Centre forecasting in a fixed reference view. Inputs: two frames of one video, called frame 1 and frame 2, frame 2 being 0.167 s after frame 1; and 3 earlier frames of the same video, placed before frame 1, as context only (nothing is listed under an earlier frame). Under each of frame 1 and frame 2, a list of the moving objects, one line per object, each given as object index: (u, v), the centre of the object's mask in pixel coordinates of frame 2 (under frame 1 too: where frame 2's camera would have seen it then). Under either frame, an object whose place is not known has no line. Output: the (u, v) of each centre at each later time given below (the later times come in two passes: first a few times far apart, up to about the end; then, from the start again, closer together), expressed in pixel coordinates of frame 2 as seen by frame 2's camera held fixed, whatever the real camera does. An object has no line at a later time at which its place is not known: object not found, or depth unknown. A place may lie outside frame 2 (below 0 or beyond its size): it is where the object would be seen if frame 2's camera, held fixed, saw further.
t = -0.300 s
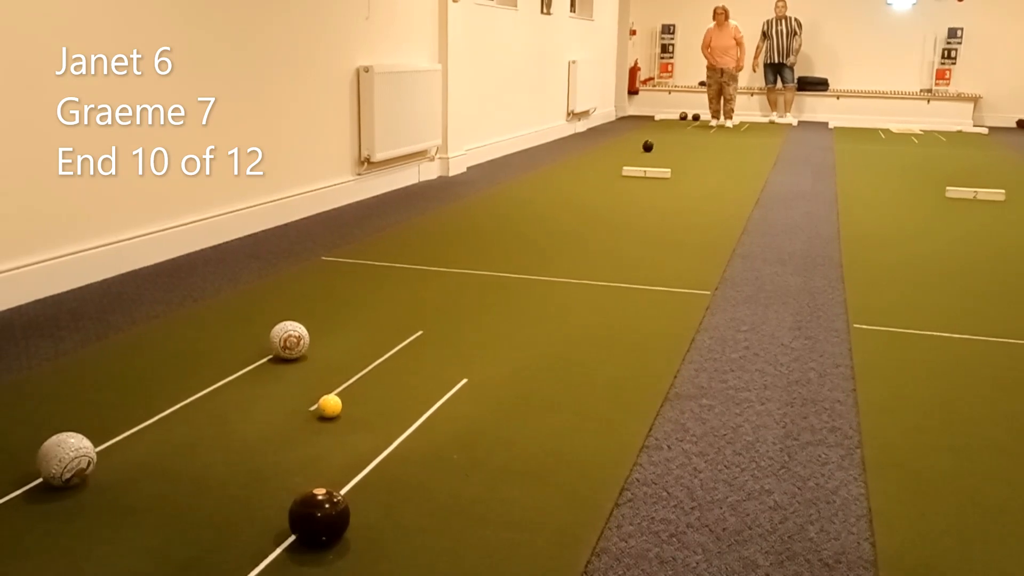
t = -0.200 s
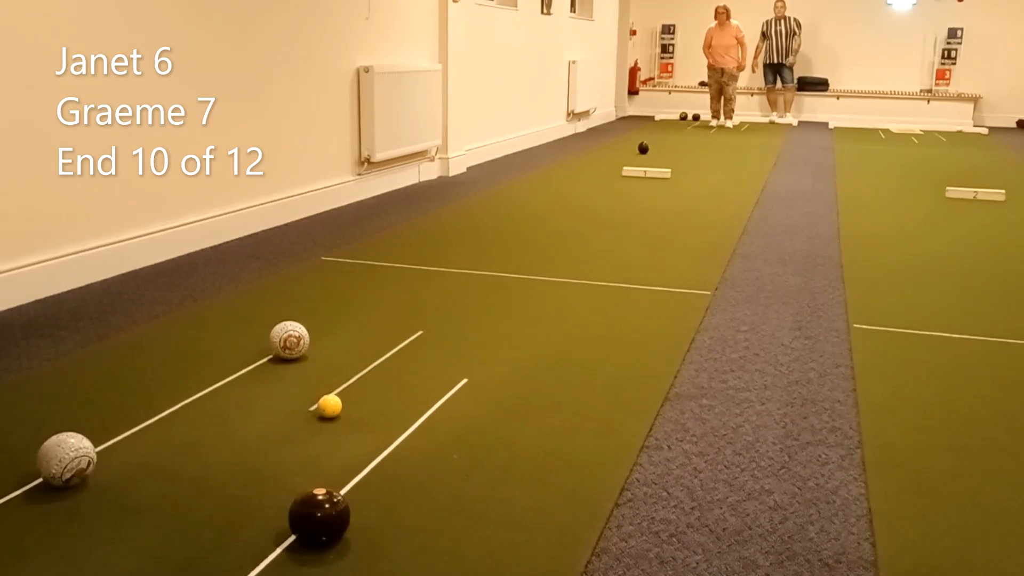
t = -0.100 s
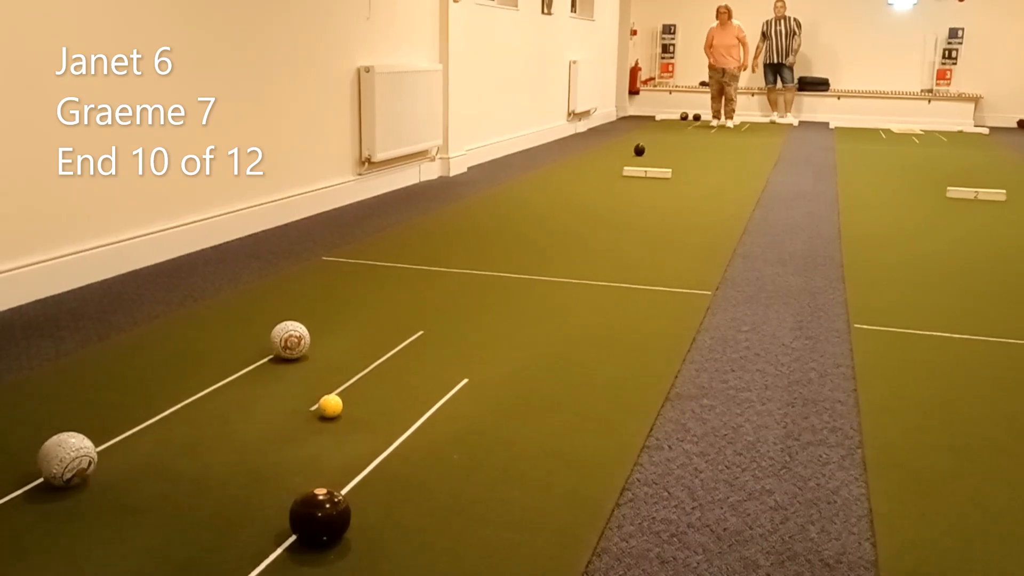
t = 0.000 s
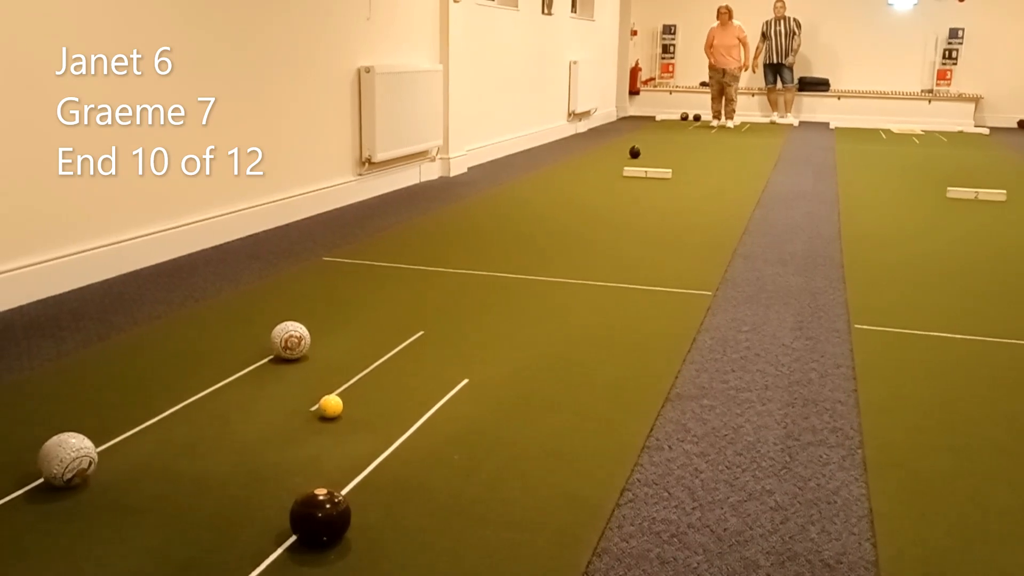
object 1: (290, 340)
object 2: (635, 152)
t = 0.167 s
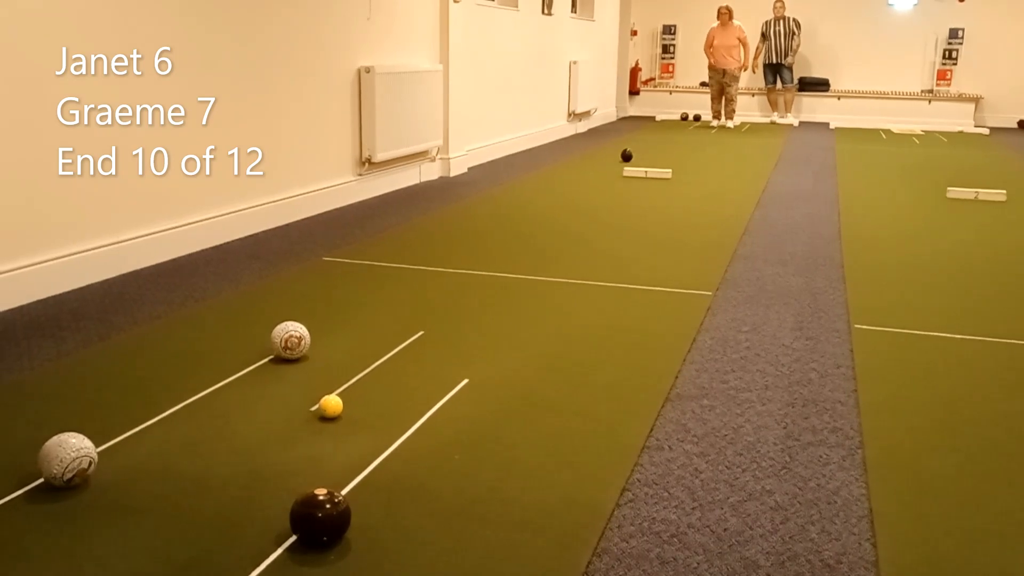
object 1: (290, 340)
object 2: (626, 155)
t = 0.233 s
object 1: (290, 340)
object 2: (623, 156)
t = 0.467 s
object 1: (290, 340)
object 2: (611, 162)
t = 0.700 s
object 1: (290, 340)
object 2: (599, 167)
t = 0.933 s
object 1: (290, 340)
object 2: (585, 172)
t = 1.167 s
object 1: (290, 340)
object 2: (571, 179)
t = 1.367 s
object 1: (290, 340)
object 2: (559, 184)
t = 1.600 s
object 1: (290, 340)
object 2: (545, 191)
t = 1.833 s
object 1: (291, 340)
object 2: (529, 199)
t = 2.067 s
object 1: (290, 340)
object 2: (513, 206)
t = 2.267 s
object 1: (290, 340)
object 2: (500, 213)
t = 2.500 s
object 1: (290, 340)
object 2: (483, 222)
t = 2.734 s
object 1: (290, 340)
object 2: (465, 232)
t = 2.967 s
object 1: (290, 340)
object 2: (447, 242)
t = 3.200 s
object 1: (290, 340)
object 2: (427, 253)
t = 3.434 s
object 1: (289, 340)
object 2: (407, 265)
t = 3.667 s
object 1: (289, 340)
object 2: (386, 278)
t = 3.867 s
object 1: (290, 340)
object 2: (368, 290)
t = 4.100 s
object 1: (290, 340)
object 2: (347, 304)
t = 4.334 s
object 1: (290, 340)
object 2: (324, 319)
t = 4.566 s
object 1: (286, 343)
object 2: (310, 329)
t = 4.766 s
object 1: (271, 355)
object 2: (303, 335)
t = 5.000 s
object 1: (251, 364)
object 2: (302, 337)
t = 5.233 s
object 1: (227, 374)
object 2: (303, 338)
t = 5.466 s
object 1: (203, 380)
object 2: (303, 338)
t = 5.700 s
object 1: (180, 389)
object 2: (303, 338)
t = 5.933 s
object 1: (165, 394)
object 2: (304, 338)
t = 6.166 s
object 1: (162, 397)
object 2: (303, 338)
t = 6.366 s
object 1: (162, 400)
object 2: (303, 338)
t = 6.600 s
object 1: (161, 401)
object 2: (303, 338)
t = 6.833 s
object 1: (161, 401)
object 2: (303, 338)
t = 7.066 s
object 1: (161, 401)
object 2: (303, 338)
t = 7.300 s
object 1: (161, 401)
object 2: (303, 338)
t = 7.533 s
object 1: (161, 401)
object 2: (303, 338)
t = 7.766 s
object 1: (161, 401)
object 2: (303, 338)
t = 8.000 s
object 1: (161, 401)
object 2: (303, 338)
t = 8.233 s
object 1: (161, 401)
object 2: (303, 338)
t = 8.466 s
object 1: (161, 401)
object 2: (303, 338)
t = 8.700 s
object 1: (161, 401)
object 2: (303, 338)
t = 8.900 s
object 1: (161, 401)
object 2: (303, 338)
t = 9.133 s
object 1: (161, 401)
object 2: (303, 338)
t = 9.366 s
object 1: (161, 401)
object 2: (303, 338)
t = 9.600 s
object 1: (161, 401)
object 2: (303, 338)
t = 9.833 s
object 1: (161, 401)
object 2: (303, 338)
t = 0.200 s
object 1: (290, 340)
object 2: (625, 156)
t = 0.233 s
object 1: (290, 340)
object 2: (623, 156)
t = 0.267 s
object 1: (290, 340)
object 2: (622, 157)
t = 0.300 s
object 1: (290, 340)
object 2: (620, 158)
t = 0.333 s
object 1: (290, 340)
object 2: (618, 159)
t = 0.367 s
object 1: (290, 340)
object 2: (616, 159)
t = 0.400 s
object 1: (290, 340)
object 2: (615, 160)
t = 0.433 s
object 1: (290, 340)
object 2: (613, 161)
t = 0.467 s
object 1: (290, 340)
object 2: (611, 162)
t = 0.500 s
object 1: (290, 340)
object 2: (609, 162)
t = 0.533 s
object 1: (290, 340)
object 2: (607, 163)
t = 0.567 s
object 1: (290, 340)
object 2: (606, 164)
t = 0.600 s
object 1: (290, 340)
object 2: (604, 164)
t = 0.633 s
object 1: (290, 340)
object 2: (602, 165)
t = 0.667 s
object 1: (290, 340)
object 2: (601, 166)
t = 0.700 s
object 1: (290, 340)
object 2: (599, 167)
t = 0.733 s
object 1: (290, 340)
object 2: (597, 168)
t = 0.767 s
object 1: (290, 340)
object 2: (595, 168)
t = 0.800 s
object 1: (290, 340)
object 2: (593, 169)
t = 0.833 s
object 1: (290, 340)
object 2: (591, 170)
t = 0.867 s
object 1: (290, 340)
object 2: (589, 171)
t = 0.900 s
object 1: (290, 340)
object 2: (587, 171)
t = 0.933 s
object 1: (290, 340)
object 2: (585, 172)
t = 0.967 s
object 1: (290, 340)
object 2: (583, 173)
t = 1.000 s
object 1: (291, 340)
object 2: (582, 174)
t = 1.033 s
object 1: (291, 340)
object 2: (580, 175)
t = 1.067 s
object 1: (290, 340)
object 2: (578, 176)
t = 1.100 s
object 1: (290, 340)
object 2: (576, 177)
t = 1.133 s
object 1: (290, 340)
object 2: (573, 178)
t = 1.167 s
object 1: (290, 340)
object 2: (571, 179)
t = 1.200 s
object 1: (290, 340)
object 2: (569, 180)
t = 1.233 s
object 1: (290, 340)
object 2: (568, 180)
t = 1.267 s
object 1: (290, 340)
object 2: (566, 181)
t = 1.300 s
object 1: (290, 340)
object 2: (564, 182)
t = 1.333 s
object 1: (290, 340)
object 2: (561, 183)
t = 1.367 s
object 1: (290, 340)
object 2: (559, 184)
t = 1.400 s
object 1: (290, 340)
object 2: (557, 185)
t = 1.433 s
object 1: (290, 340)
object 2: (555, 186)
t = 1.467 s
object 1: (290, 340)
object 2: (553, 187)
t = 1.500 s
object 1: (290, 340)
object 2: (551, 188)
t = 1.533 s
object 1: (290, 340)
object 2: (549, 189)
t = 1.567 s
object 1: (290, 340)
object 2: (547, 190)
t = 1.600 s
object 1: (290, 340)
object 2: (545, 191)
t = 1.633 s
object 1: (290, 340)
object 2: (543, 192)
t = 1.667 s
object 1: (290, 340)
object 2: (540, 193)
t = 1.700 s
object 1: (290, 340)
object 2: (538, 194)
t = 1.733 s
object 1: (290, 340)
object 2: (536, 195)
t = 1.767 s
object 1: (291, 340)
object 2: (534, 196)
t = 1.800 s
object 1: (291, 340)
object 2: (532, 197)
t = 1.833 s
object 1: (291, 340)
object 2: (529, 199)
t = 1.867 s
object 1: (291, 340)
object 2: (527, 200)
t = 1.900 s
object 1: (291, 340)
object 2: (525, 200)
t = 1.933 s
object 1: (291, 340)
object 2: (523, 202)
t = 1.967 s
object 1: (290, 340)
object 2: (520, 203)
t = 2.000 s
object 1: (290, 340)
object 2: (518, 204)
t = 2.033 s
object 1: (290, 340)
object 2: (516, 205)
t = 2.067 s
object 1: (290, 340)
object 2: (513, 206)
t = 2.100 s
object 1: (290, 340)
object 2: (511, 207)
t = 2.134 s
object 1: (290, 340)
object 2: (509, 208)
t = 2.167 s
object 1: (291, 340)
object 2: (507, 210)
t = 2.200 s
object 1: (291, 340)
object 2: (504, 211)
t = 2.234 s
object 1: (290, 340)
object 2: (502, 212)
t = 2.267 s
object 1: (290, 340)
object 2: (500, 213)
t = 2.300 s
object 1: (290, 340)
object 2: (497, 215)
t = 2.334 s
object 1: (290, 340)
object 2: (495, 216)
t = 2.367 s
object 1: (290, 340)
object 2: (492, 217)
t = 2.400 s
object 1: (290, 340)
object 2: (490, 218)
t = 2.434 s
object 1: (290, 340)
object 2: (488, 219)
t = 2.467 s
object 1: (290, 340)
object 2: (485, 221)
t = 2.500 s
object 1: (290, 340)
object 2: (483, 222)
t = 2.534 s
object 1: (290, 340)
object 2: (480, 224)
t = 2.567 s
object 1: (290, 340)
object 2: (478, 225)
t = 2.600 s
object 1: (291, 340)
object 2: (476, 226)
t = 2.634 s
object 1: (290, 340)
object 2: (473, 228)
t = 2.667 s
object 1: (290, 340)
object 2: (471, 229)
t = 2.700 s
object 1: (290, 340)
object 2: (468, 230)
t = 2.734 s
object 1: (290, 340)
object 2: (465, 232)
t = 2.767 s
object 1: (290, 340)
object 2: (463, 233)
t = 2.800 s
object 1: (290, 340)
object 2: (460, 235)
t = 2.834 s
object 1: (290, 340)
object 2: (457, 236)
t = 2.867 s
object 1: (290, 340)
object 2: (455, 238)
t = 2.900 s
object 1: (290, 340)
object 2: (452, 239)
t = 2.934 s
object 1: (290, 340)
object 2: (449, 241)
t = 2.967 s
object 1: (290, 340)
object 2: (447, 242)
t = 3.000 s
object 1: (290, 340)
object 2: (444, 244)
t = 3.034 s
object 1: (290, 340)
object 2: (441, 245)
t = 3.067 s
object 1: (290, 340)
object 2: (439, 247)
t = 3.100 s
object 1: (290, 340)
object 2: (436, 248)
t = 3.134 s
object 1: (290, 340)
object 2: (433, 250)
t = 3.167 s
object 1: (290, 340)
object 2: (430, 252)
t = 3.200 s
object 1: (290, 340)
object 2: (427, 253)
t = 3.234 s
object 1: (290, 340)
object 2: (424, 255)
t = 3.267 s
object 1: (290, 340)
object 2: (422, 256)
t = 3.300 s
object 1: (290, 340)
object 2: (419, 258)
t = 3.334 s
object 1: (290, 340)
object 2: (416, 260)
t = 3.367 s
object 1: (290, 340)
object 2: (413, 261)
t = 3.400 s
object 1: (289, 340)
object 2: (410, 263)
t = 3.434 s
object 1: (289, 340)
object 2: (407, 265)
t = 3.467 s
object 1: (289, 340)
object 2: (404, 267)
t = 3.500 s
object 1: (289, 340)
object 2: (401, 269)
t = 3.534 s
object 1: (289, 340)
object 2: (398, 271)
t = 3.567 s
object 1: (289, 340)
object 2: (395, 272)
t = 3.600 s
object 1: (289, 340)
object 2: (392, 274)
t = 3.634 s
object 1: (289, 340)
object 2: (389, 276)
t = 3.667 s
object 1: (289, 340)
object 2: (386, 278)
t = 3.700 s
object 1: (289, 340)
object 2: (383, 280)
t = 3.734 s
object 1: (289, 340)
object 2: (381, 282)
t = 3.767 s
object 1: (290, 340)
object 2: (378, 283)
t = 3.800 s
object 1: (290, 340)
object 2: (374, 286)
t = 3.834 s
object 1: (290, 340)
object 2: (371, 288)
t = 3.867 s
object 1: (290, 340)
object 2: (368, 290)
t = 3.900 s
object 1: (290, 340)
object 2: (365, 292)
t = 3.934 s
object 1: (290, 340)
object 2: (362, 294)
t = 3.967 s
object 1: (290, 340)
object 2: (359, 296)
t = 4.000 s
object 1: (290, 340)
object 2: (356, 298)
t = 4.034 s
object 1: (290, 340)
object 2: (353, 300)
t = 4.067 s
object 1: (290, 340)
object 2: (350, 302)
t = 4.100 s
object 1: (290, 340)
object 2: (347, 304)
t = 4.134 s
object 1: (290, 340)
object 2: (344, 305)
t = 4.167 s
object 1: (290, 340)
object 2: (340, 308)
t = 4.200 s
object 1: (290, 340)
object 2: (337, 310)
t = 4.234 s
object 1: (290, 340)
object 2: (333, 313)
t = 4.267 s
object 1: (290, 340)
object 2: (330, 315)
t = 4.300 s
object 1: (290, 340)
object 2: (327, 317)
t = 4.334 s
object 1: (290, 340)
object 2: (324, 319)
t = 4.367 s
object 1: (290, 340)
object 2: (321, 321)
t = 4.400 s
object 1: (290, 340)
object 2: (319, 323)
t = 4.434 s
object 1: (290, 340)
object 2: (317, 324)
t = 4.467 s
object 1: (290, 340)
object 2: (315, 326)
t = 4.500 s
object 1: (290, 340)
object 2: (313, 327)
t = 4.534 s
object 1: (289, 341)
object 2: (312, 328)
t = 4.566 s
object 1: (286, 343)
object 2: (310, 329)
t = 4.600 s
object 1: (283, 345)
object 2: (308, 330)
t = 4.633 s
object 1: (281, 347)
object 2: (307, 331)
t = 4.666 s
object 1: (280, 347)
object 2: (306, 332)
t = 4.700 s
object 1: (277, 350)
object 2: (305, 332)
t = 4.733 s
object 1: (274, 353)
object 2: (303, 334)
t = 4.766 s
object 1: (271, 355)
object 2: (303, 335)
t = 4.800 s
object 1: (268, 356)
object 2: (302, 335)
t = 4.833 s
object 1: (266, 357)
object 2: (302, 335)
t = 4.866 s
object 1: (263, 358)
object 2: (302, 336)
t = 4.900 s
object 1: (260, 359)
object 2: (302, 336)
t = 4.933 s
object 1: (258, 361)
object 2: (302, 336)
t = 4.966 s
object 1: (255, 362)
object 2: (302, 337)
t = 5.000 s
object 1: (251, 364)
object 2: (302, 337)
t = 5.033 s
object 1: (249, 365)
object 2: (302, 337)
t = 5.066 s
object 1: (246, 368)
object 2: (302, 337)
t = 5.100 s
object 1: (242, 370)
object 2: (302, 337)
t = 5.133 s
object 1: (239, 372)
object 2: (303, 337)
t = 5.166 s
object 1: (235, 373)
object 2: (303, 338)
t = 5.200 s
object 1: (231, 373)
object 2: (303, 338)
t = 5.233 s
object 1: (227, 374)
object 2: (303, 338)
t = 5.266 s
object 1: (223, 375)
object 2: (303, 338)
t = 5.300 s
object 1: (220, 375)
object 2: (303, 338)
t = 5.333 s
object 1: (216, 376)
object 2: (303, 338)
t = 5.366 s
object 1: (212, 377)
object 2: (303, 338)
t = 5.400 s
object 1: (209, 378)
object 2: (303, 338)
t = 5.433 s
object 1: (206, 379)
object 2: (303, 338)
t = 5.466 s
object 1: (203, 380)
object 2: (303, 338)
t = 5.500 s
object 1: (200, 381)
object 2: (303, 338)
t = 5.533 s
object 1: (197, 382)
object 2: (303, 338)
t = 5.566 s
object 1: (194, 383)
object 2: (303, 338)
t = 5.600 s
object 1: (191, 383)
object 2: (303, 338)
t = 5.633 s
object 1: (188, 384)
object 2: (303, 338)
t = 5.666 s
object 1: (184, 387)
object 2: (303, 338)
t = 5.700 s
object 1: (180, 389)
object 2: (303, 338)
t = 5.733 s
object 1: (177, 390)
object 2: (303, 338)
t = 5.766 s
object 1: (174, 391)
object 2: (303, 338)
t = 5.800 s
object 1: (172, 392)
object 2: (303, 338)
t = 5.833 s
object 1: (170, 392)
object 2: (304, 338)
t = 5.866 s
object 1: (168, 393)
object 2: (304, 338)
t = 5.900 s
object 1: (166, 394)
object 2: (304, 338)
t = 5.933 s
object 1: (165, 394)
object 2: (304, 338)
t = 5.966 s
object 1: (165, 395)
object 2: (304, 338)
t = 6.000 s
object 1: (164, 395)
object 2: (304, 338)
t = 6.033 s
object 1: (163, 396)
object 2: (303, 338)
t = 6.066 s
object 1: (163, 396)
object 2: (304, 338)
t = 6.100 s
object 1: (162, 397)
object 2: (303, 338)
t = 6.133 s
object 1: (162, 397)
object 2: (303, 338)
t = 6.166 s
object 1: (162, 397)
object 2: (303, 338)
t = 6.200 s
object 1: (162, 398)
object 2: (303, 338)
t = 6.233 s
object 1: (162, 398)
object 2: (303, 338)
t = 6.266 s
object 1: (161, 399)
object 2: (303, 338)
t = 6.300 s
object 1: (161, 399)
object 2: (303, 338)
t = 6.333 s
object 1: (161, 399)
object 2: (303, 338)
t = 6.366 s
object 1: (162, 400)
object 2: (303, 338)
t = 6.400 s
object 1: (162, 400)
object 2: (303, 338)
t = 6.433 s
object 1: (162, 400)
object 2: (303, 338)
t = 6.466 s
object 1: (161, 400)
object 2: (303, 338)
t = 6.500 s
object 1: (161, 400)
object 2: (303, 338)
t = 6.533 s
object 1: (161, 401)
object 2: (303, 338)
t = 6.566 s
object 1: (161, 401)
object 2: (303, 338)
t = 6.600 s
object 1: (161, 401)
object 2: (303, 338)
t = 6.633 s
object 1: (161, 401)
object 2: (303, 338)
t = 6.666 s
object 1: (161, 401)
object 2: (303, 338)
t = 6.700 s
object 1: (161, 401)
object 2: (303, 338)
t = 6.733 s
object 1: (161, 401)
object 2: (303, 338)
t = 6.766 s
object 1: (161, 401)
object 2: (303, 338)
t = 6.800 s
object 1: (161, 401)
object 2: (303, 338)
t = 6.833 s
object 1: (161, 401)
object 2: (303, 338)
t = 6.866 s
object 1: (161, 401)
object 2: (303, 338)
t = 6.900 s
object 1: (161, 401)
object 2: (303, 338)
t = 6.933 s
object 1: (161, 401)
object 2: (303, 338)
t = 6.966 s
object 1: (161, 401)
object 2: (303, 338)
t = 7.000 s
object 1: (161, 401)
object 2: (303, 338)
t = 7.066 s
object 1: (161, 401)
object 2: (303, 338)
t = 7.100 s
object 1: (161, 401)
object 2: (303, 338)
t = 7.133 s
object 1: (161, 401)
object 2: (303, 338)
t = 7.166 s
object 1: (161, 401)
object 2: (303, 338)
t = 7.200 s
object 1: (161, 401)
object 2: (303, 338)
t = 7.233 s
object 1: (161, 401)
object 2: (303, 338)
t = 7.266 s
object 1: (161, 401)
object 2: (303, 338)
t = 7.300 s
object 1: (161, 401)
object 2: (303, 338)
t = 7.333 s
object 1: (161, 401)
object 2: (303, 338)
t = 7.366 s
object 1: (161, 401)
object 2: (303, 338)
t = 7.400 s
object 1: (161, 401)
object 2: (303, 338)
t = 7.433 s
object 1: (161, 401)
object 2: (303, 338)
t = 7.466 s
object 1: (161, 401)
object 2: (303, 338)
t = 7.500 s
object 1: (161, 401)
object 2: (303, 338)
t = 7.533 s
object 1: (161, 401)
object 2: (303, 338)
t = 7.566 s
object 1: (161, 401)
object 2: (303, 338)
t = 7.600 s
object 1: (161, 401)
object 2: (303, 338)
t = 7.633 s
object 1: (161, 401)
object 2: (303, 338)
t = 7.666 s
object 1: (161, 401)
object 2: (303, 338)
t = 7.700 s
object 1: (161, 401)
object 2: (303, 338)
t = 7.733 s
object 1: (161, 401)
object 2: (303, 338)
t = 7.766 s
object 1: (161, 401)
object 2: (303, 338)
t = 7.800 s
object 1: (161, 401)
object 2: (303, 338)
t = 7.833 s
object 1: (161, 401)
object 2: (303, 338)
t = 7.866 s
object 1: (161, 401)
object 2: (303, 338)
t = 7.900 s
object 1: (162, 401)
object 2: (304, 338)
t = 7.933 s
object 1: (162, 401)
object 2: (303, 338)
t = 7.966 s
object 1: (161, 401)
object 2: (303, 338)
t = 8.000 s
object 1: (161, 401)
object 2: (303, 338)
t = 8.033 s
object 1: (161, 401)
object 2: (303, 338)
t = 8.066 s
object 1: (161, 401)
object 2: (303, 338)
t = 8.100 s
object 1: (161, 401)
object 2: (303, 338)
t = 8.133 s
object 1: (161, 401)
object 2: (303, 338)
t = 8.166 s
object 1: (161, 401)
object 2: (303, 338)
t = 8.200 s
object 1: (161, 401)
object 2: (303, 338)
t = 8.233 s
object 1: (161, 401)
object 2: (303, 338)
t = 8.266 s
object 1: (161, 401)
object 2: (303, 338)
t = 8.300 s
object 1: (161, 401)
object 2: (303, 338)
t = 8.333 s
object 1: (161, 401)
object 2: (303, 338)
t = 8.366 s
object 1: (161, 401)
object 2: (303, 338)
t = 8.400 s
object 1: (161, 401)
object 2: (303, 338)
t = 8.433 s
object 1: (161, 401)
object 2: (303, 338)
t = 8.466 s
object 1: (161, 401)
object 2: (303, 338)
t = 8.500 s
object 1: (161, 401)
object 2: (303, 338)
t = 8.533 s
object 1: (161, 401)
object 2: (303, 338)
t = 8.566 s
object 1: (161, 401)
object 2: (303, 338)
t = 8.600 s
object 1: (161, 401)
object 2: (303, 338)
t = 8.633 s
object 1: (161, 401)
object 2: (303, 338)
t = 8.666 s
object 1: (161, 401)
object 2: (303, 338)
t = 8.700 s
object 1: (161, 401)
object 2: (303, 338)
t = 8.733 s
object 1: (161, 401)
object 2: (303, 338)
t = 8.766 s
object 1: (161, 401)
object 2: (303, 338)
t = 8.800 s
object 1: (161, 401)
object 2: (303, 338)
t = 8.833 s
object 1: (161, 401)
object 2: (303, 338)
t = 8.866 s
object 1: (161, 401)
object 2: (303, 338)
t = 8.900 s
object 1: (161, 401)
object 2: (303, 338)
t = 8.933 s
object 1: (161, 401)
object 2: (303, 338)
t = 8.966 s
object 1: (161, 401)
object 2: (303, 338)
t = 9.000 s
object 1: (161, 401)
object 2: (303, 338)
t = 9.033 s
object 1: (161, 401)
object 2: (303, 338)
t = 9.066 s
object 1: (162, 401)
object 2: (303, 338)
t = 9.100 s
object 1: (162, 401)
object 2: (303, 338)
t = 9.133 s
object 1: (161, 401)
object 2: (303, 338)
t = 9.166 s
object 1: (161, 401)
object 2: (303, 338)
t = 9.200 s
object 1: (161, 401)
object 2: (303, 338)
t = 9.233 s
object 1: (161, 401)
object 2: (303, 338)
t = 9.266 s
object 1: (161, 401)
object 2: (303, 338)
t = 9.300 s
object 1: (161, 401)
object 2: (303, 338)
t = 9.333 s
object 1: (161, 401)
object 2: (303, 338)
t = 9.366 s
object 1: (161, 401)
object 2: (303, 338)
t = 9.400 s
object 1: (161, 401)
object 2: (303, 338)
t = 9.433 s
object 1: (161, 401)
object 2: (303, 338)
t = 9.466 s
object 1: (161, 401)
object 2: (303, 338)
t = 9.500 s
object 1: (161, 401)
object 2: (303, 338)
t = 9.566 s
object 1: (161, 401)
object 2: (303, 338)
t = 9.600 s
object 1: (161, 401)
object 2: (303, 338)
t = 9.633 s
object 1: (161, 401)
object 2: (303, 338)
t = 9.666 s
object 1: (161, 401)
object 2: (303, 338)
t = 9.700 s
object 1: (161, 401)
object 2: (303, 338)
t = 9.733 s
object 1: (161, 401)
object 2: (303, 338)
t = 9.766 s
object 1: (161, 401)
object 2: (303, 338)
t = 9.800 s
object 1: (161, 401)
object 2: (303, 338)
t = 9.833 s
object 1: (161, 401)
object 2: (303, 338)
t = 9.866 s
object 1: (161, 401)
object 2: (303, 338)
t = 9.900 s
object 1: (161, 401)
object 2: (303, 338)
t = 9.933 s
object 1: (161, 401)
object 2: (303, 338)
